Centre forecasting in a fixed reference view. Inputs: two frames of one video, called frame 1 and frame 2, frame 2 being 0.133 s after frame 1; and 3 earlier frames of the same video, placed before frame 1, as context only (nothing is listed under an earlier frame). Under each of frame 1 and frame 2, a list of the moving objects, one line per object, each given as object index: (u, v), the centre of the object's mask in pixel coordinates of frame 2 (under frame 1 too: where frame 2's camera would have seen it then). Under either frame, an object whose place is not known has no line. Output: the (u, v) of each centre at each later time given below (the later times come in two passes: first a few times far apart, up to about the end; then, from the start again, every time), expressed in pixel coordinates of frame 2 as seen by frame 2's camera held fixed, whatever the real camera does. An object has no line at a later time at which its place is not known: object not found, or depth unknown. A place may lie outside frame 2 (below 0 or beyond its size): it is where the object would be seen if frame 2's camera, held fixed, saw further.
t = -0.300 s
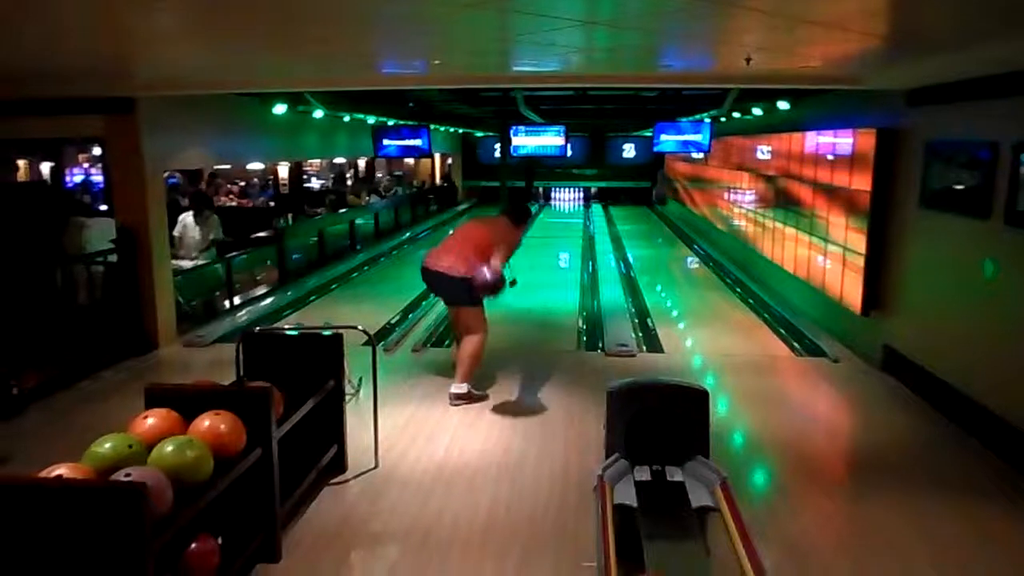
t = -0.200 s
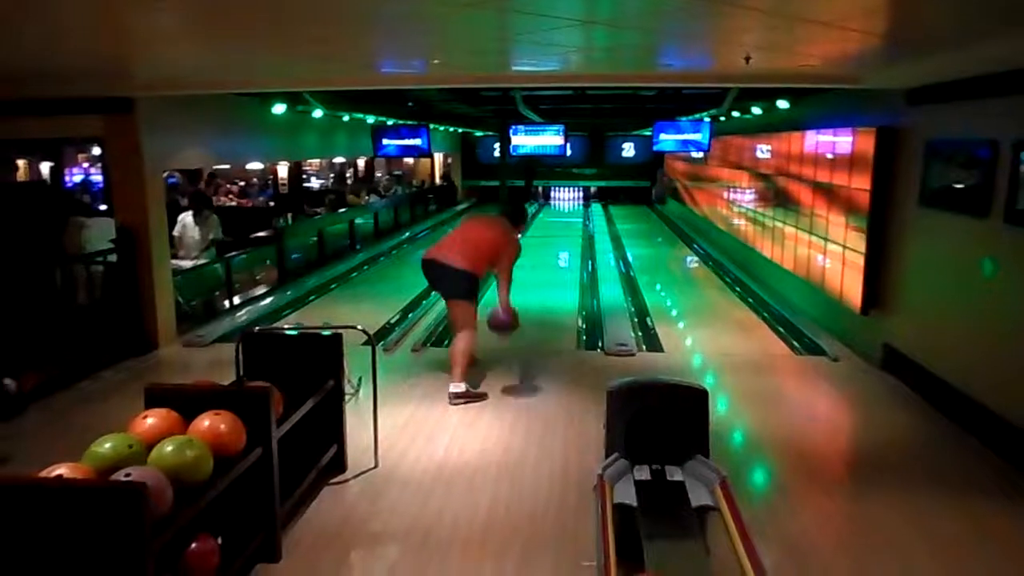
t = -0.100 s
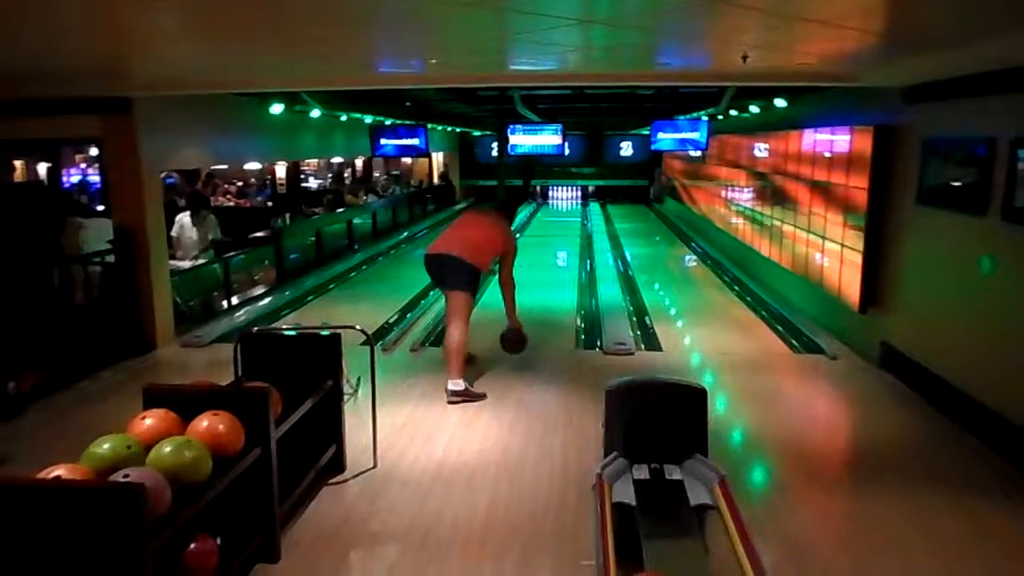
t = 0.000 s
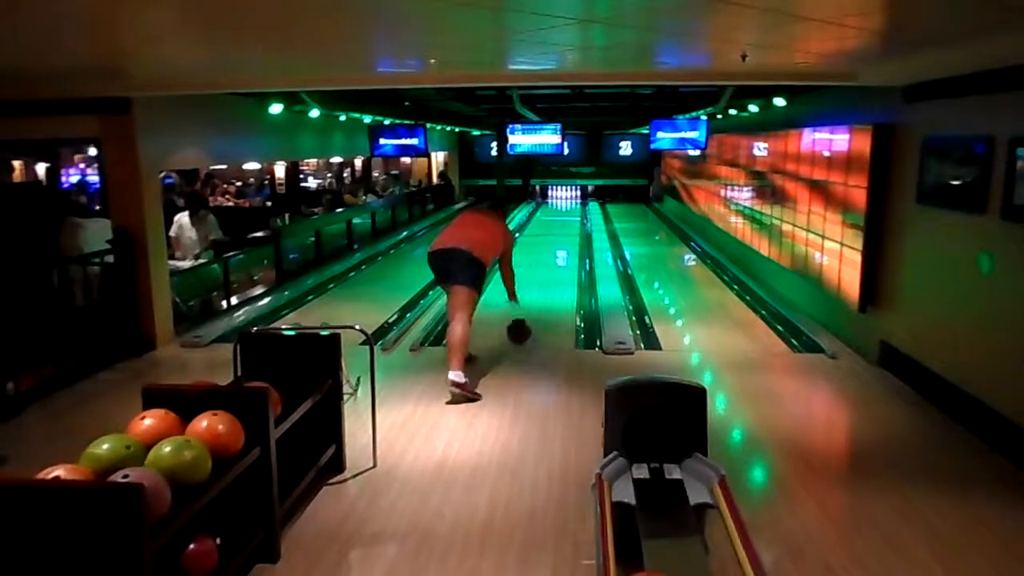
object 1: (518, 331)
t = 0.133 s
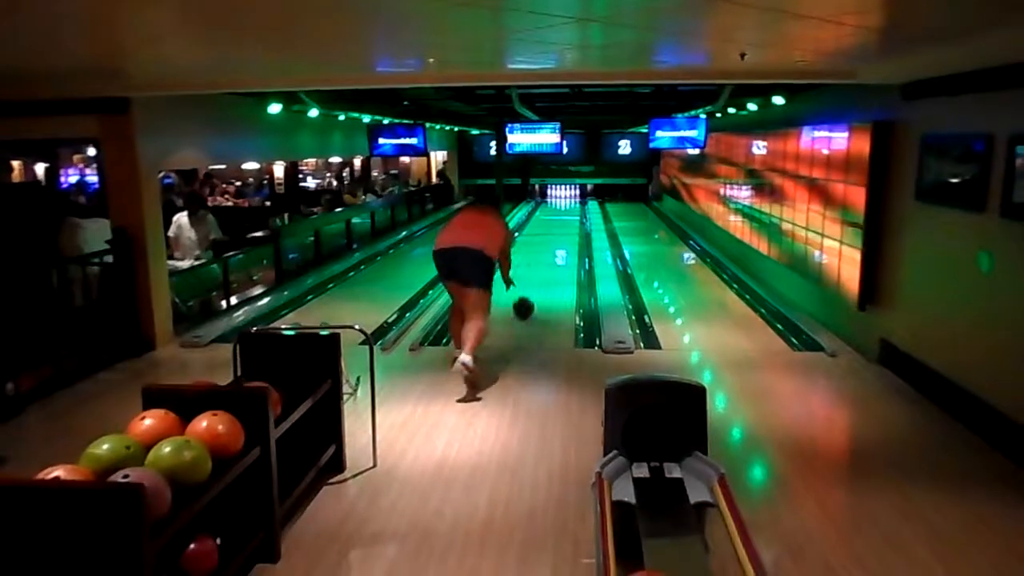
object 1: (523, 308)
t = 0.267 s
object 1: (527, 288)
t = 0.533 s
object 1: (530, 262)
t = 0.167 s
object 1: (524, 303)
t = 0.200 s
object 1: (525, 298)
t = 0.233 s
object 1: (526, 293)
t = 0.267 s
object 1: (527, 288)
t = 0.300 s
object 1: (527, 285)
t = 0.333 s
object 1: (528, 281)
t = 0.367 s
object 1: (529, 278)
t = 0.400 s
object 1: (529, 274)
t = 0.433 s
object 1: (529, 271)
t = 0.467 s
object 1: (529, 268)
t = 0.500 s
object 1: (530, 265)
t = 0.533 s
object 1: (530, 262)
